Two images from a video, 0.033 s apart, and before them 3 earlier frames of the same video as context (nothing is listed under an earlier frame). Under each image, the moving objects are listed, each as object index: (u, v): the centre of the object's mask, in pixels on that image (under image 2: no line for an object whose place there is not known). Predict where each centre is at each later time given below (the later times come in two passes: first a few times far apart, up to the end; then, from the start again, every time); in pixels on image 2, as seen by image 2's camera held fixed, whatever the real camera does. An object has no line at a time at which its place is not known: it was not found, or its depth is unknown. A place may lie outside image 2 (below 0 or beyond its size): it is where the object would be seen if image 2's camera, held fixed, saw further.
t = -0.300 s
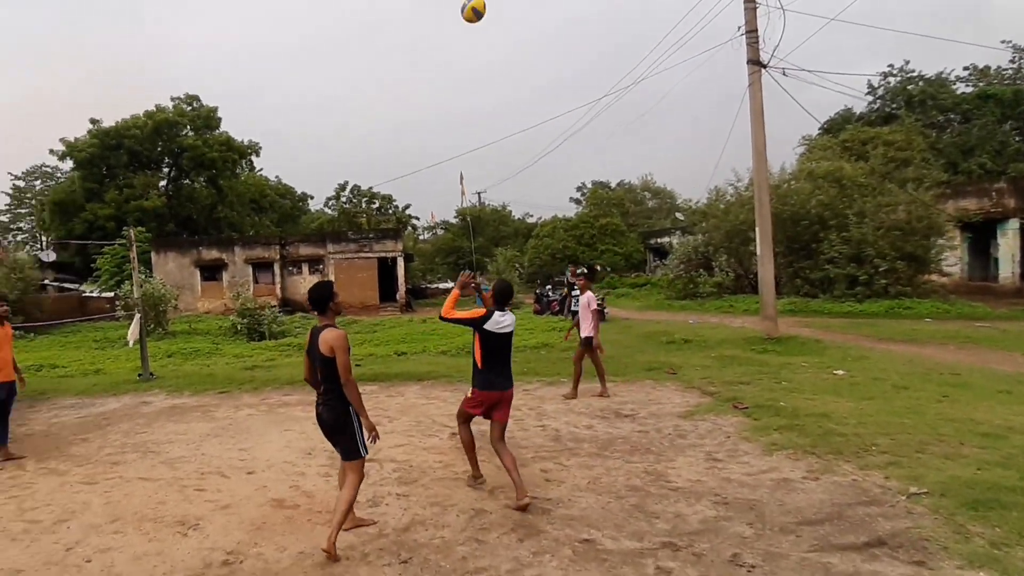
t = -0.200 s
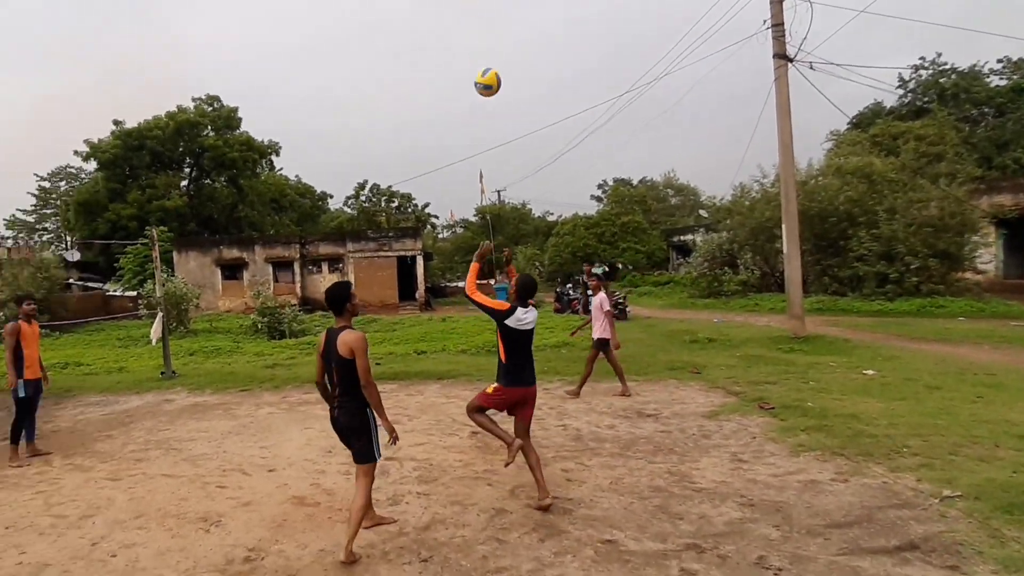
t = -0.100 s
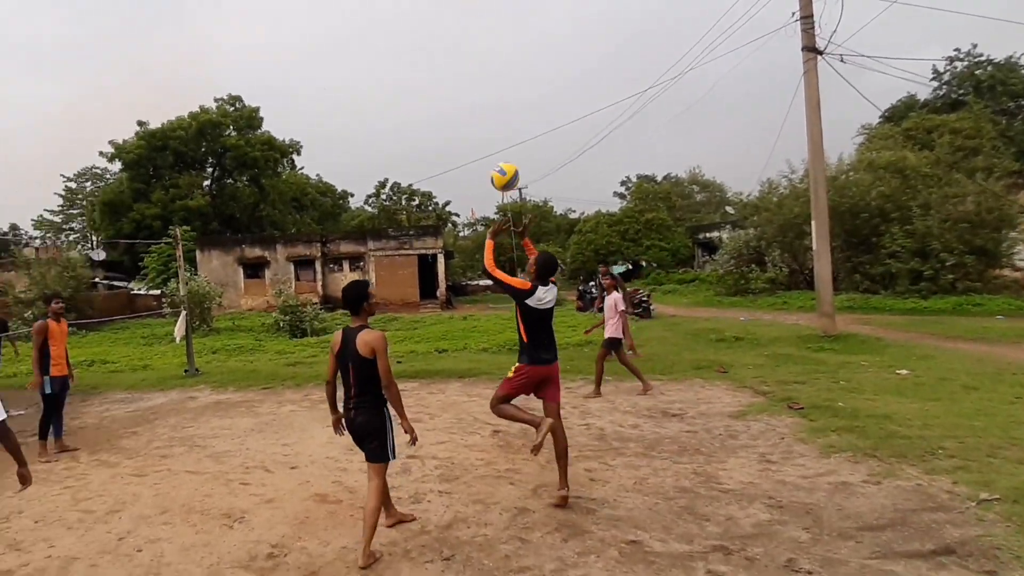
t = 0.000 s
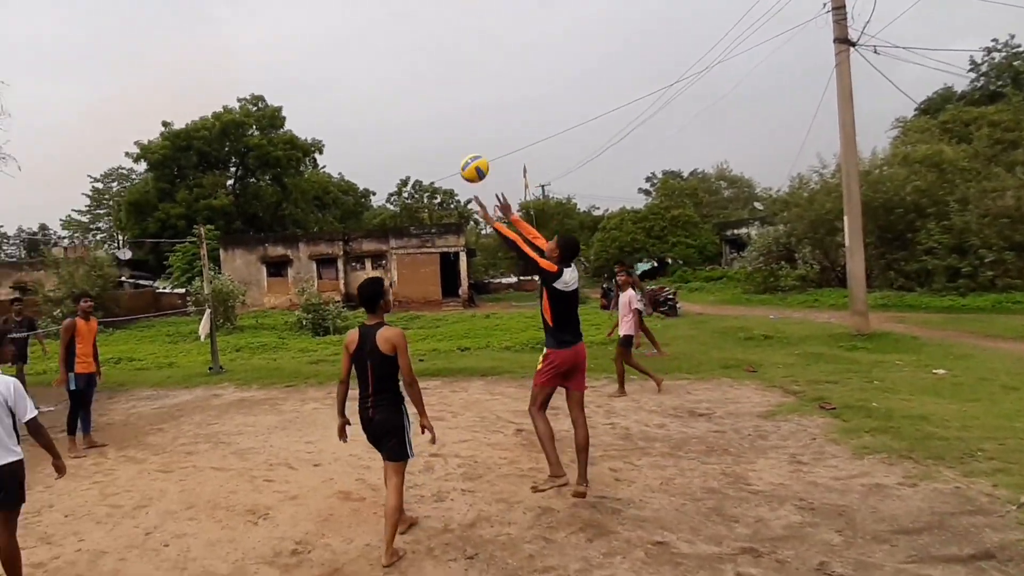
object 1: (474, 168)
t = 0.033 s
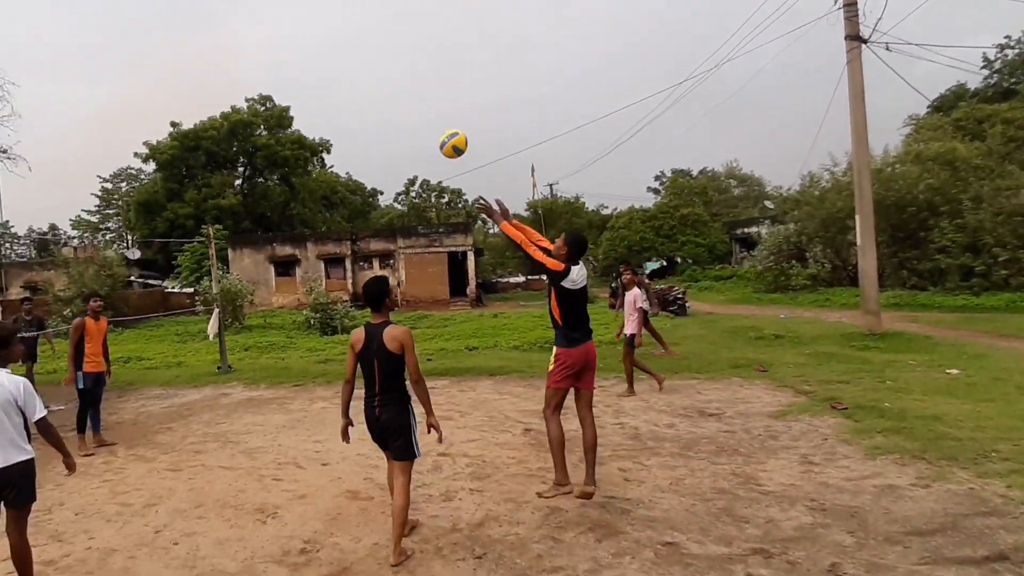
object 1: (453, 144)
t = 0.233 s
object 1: (298, 45)
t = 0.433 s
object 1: (169, 8)
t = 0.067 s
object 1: (425, 123)
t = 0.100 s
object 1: (398, 103)
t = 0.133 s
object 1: (372, 85)
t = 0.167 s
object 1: (347, 70)
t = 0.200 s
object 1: (322, 57)
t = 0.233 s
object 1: (298, 45)
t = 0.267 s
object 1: (275, 34)
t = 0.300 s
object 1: (252, 26)
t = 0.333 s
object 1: (230, 19)
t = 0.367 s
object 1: (209, 13)
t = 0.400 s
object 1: (189, 10)
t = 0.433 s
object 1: (169, 8)
